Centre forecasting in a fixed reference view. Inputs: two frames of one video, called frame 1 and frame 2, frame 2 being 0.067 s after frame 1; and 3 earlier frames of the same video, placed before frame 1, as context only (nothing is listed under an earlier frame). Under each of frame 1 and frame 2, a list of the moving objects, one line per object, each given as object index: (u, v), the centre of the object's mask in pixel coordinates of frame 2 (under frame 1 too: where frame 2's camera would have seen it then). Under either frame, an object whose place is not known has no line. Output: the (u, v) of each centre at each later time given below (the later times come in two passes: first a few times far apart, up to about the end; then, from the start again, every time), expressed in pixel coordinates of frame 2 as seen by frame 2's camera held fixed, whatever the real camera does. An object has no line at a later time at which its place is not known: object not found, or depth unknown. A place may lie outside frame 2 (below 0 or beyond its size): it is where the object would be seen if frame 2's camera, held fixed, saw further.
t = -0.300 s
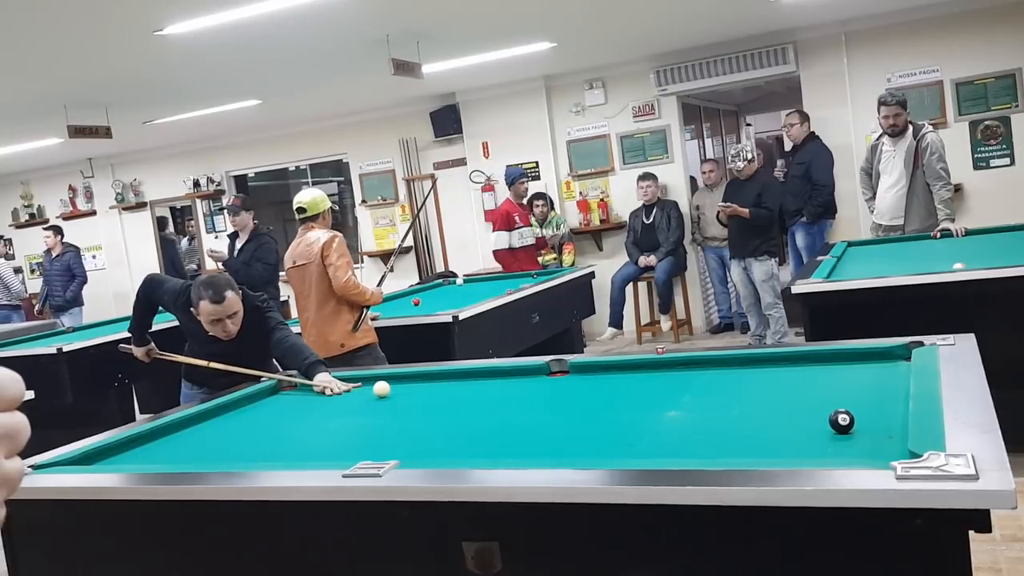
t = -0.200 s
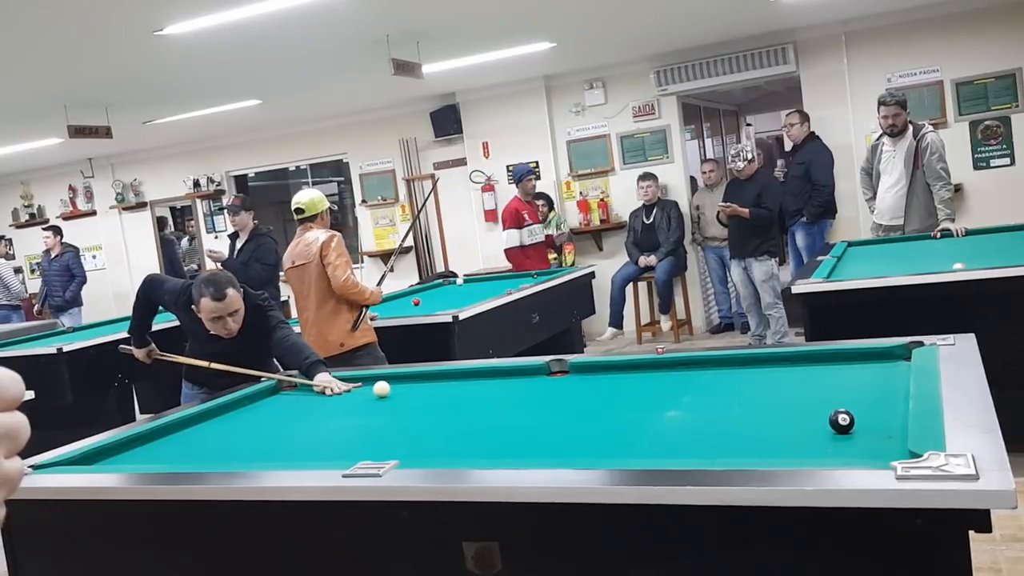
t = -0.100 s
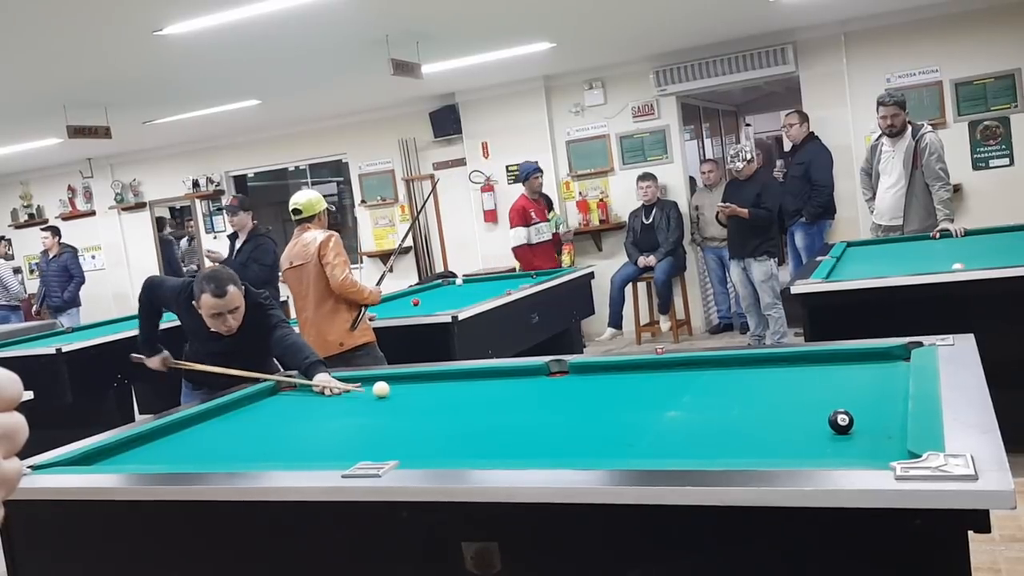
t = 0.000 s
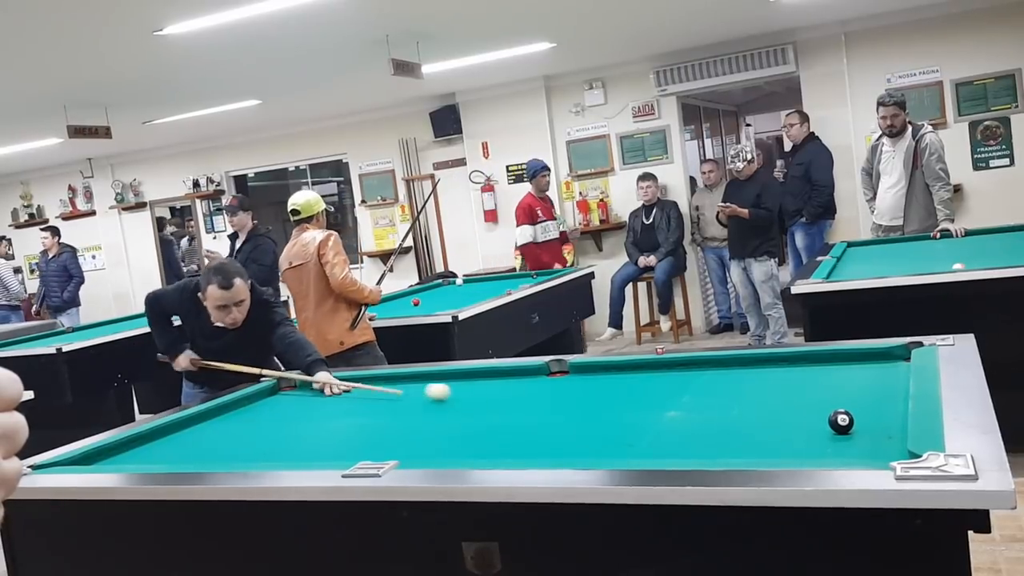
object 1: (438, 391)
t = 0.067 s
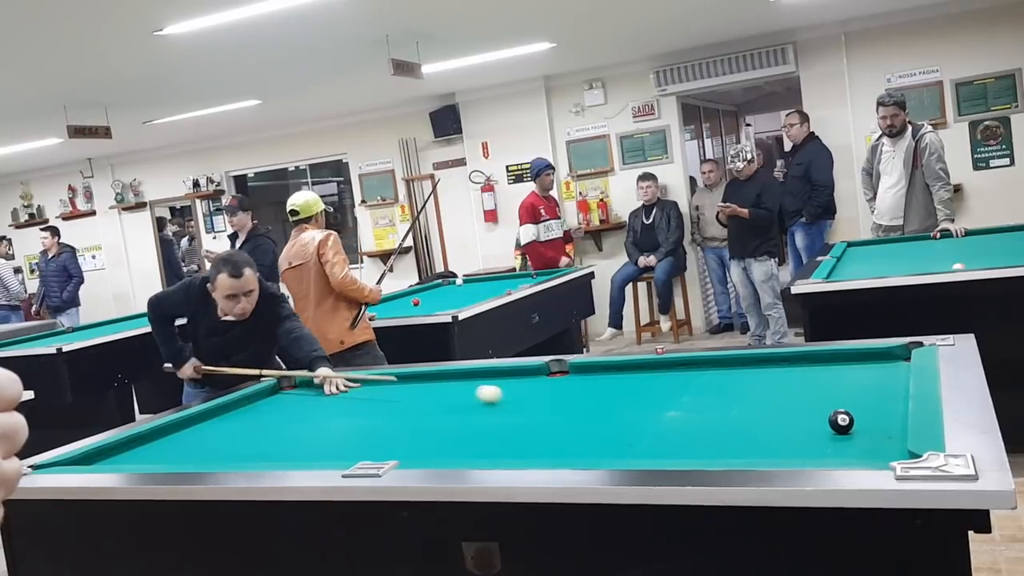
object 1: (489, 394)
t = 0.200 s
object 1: (598, 400)
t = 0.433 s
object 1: (806, 412)
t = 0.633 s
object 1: (846, 411)
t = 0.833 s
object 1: (760, 412)
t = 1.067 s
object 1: (671, 411)
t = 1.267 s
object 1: (604, 412)
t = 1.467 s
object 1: (543, 412)
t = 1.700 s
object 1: (479, 412)
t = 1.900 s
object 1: (430, 413)
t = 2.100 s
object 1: (384, 413)
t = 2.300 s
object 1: (342, 413)
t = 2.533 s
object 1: (297, 414)
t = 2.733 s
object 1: (261, 415)
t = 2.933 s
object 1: (228, 415)
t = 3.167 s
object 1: (205, 415)
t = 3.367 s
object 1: (227, 414)
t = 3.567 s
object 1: (247, 412)
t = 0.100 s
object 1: (515, 395)
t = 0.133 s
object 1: (542, 396)
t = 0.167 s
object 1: (570, 398)
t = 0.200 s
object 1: (598, 400)
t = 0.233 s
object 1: (626, 402)
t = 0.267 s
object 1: (655, 404)
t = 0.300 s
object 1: (685, 405)
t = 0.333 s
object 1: (715, 407)
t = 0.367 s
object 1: (745, 409)
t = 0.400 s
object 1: (776, 411)
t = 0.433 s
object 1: (806, 412)
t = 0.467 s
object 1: (834, 409)
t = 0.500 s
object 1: (865, 412)
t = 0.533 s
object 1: (890, 411)
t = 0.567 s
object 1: (882, 411)
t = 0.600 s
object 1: (863, 411)
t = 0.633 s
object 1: (846, 411)
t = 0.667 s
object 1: (830, 411)
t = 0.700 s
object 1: (816, 411)
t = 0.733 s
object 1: (801, 412)
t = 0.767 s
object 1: (787, 411)
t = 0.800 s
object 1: (773, 411)
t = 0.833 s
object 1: (760, 412)
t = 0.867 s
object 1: (747, 412)
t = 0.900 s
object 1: (733, 411)
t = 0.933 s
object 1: (720, 411)
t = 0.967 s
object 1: (708, 411)
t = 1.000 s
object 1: (696, 411)
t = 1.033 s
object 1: (683, 411)
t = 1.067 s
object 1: (671, 411)
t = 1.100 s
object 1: (659, 411)
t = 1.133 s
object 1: (648, 411)
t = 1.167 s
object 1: (637, 411)
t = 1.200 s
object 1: (625, 411)
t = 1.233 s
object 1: (615, 412)
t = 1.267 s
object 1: (604, 412)
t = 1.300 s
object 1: (593, 412)
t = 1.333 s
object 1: (583, 412)
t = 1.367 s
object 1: (573, 412)
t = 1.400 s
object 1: (563, 412)
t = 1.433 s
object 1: (553, 412)
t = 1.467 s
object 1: (543, 412)
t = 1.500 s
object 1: (534, 412)
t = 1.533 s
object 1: (524, 412)
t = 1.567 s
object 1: (515, 412)
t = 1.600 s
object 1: (506, 412)
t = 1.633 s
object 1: (497, 412)
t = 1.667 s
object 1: (488, 412)
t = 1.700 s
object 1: (479, 412)
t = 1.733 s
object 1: (471, 412)
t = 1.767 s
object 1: (462, 412)
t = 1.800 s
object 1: (454, 412)
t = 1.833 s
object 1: (446, 412)
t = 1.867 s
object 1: (438, 412)
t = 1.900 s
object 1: (430, 413)
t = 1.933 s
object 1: (422, 413)
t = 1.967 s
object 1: (414, 413)
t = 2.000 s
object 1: (407, 413)
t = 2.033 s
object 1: (399, 413)
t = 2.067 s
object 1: (391, 413)
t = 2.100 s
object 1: (384, 413)
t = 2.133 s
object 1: (377, 413)
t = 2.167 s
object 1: (370, 413)
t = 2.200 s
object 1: (363, 413)
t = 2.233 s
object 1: (356, 413)
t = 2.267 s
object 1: (349, 414)
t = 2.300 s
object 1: (342, 413)
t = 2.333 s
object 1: (335, 414)
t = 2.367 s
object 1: (329, 414)
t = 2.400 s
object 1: (323, 414)
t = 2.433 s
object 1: (316, 414)
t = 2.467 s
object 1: (310, 414)
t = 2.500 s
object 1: (303, 414)
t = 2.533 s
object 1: (297, 414)
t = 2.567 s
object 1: (291, 414)
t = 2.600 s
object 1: (285, 415)
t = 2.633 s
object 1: (279, 415)
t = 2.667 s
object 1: (273, 415)
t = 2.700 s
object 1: (267, 415)
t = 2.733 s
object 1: (261, 415)
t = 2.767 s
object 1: (256, 415)
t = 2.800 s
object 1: (250, 415)
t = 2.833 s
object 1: (245, 415)
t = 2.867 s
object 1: (239, 415)
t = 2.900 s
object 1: (233, 415)
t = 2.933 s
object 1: (228, 415)
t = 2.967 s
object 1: (223, 416)
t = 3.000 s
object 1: (218, 415)
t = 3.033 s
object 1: (213, 415)
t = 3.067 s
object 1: (208, 416)
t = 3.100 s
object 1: (203, 415)
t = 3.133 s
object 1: (200, 415)
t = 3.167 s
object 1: (205, 415)
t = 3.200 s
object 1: (209, 415)
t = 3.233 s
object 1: (213, 414)
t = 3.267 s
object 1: (216, 414)
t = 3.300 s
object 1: (219, 414)
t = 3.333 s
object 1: (223, 414)
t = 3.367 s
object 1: (227, 414)
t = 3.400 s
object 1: (230, 413)
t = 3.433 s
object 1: (233, 413)
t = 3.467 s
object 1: (237, 413)
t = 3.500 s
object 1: (241, 413)
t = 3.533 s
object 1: (244, 413)
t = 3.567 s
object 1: (247, 412)
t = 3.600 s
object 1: (250, 412)
